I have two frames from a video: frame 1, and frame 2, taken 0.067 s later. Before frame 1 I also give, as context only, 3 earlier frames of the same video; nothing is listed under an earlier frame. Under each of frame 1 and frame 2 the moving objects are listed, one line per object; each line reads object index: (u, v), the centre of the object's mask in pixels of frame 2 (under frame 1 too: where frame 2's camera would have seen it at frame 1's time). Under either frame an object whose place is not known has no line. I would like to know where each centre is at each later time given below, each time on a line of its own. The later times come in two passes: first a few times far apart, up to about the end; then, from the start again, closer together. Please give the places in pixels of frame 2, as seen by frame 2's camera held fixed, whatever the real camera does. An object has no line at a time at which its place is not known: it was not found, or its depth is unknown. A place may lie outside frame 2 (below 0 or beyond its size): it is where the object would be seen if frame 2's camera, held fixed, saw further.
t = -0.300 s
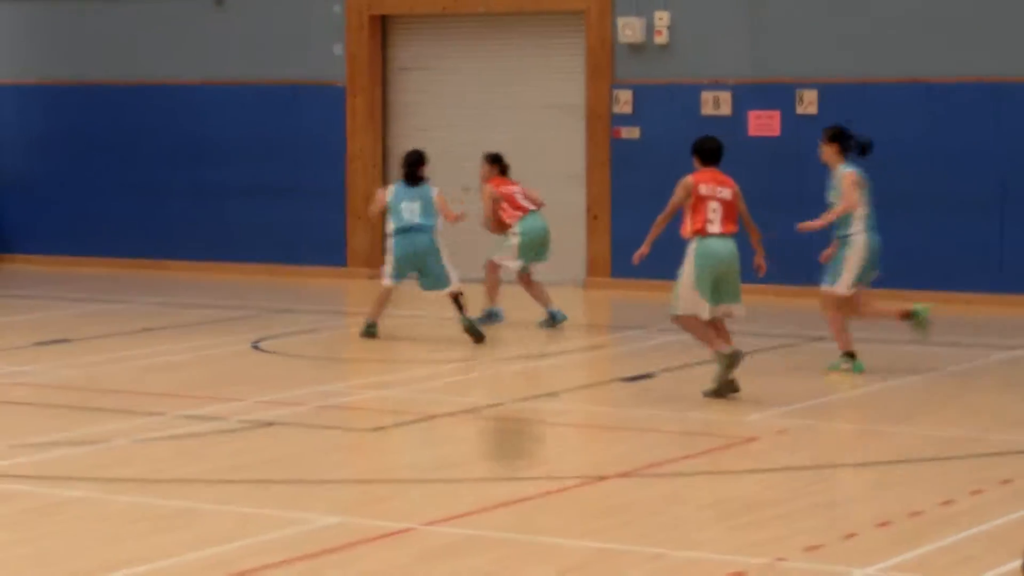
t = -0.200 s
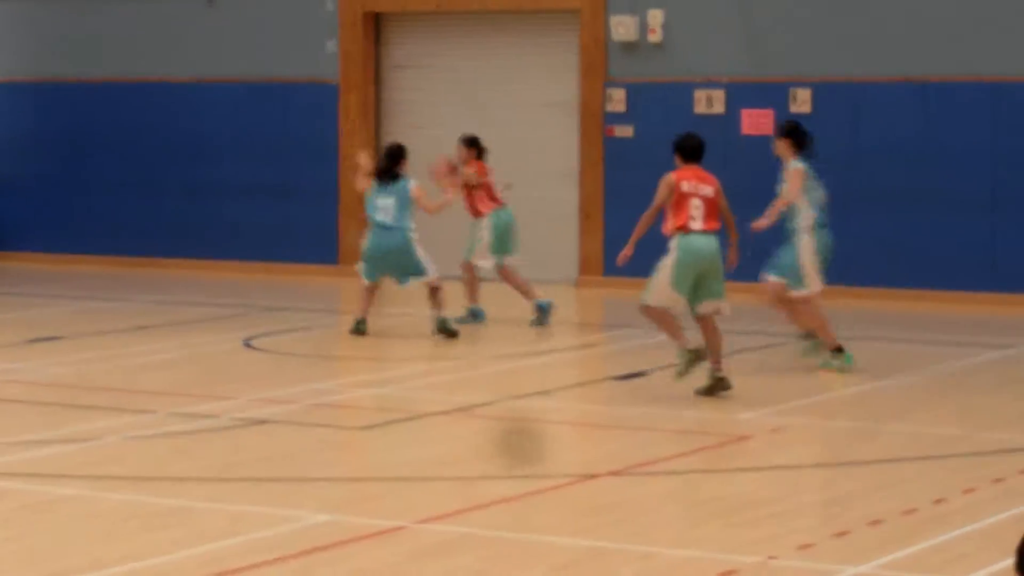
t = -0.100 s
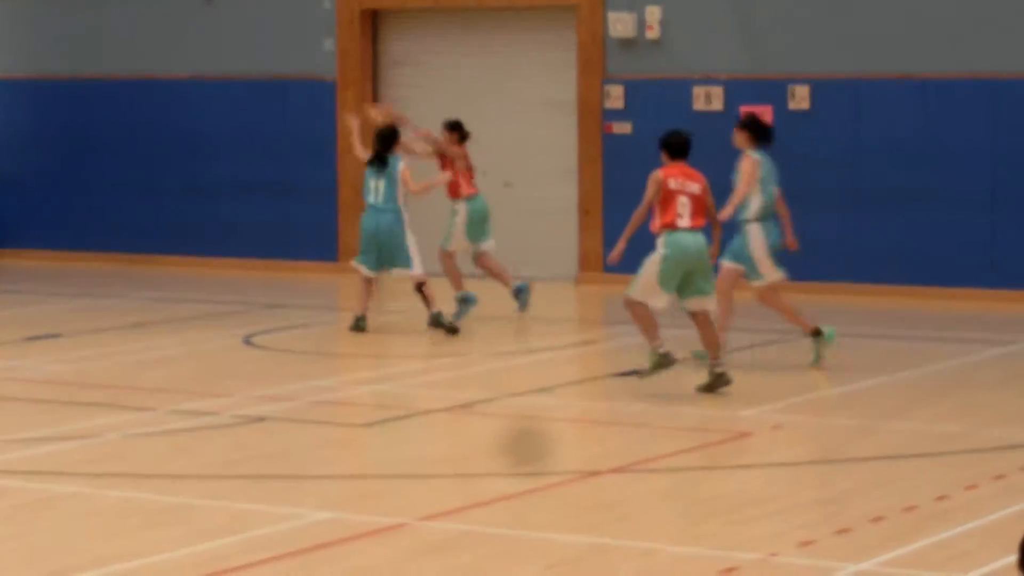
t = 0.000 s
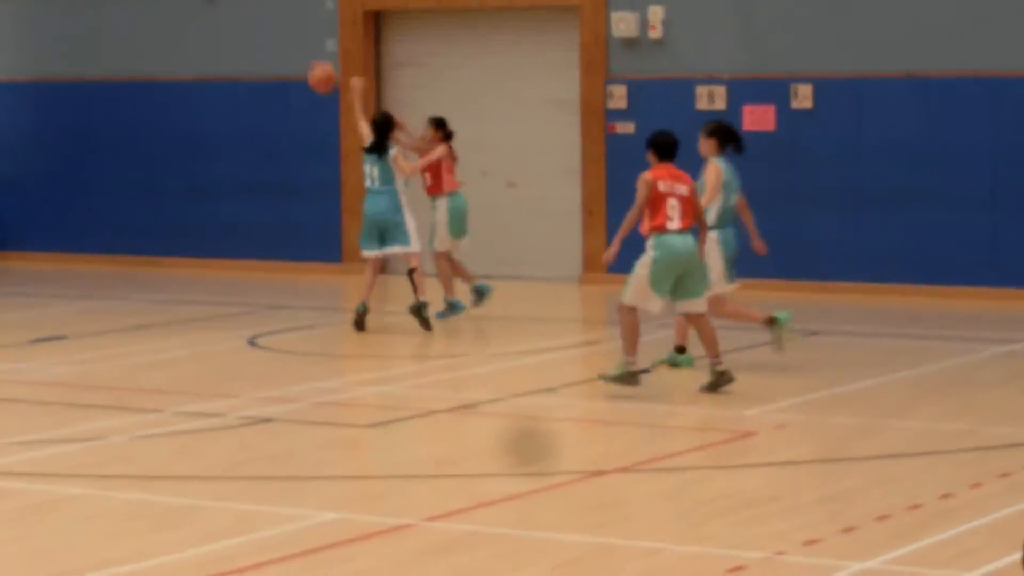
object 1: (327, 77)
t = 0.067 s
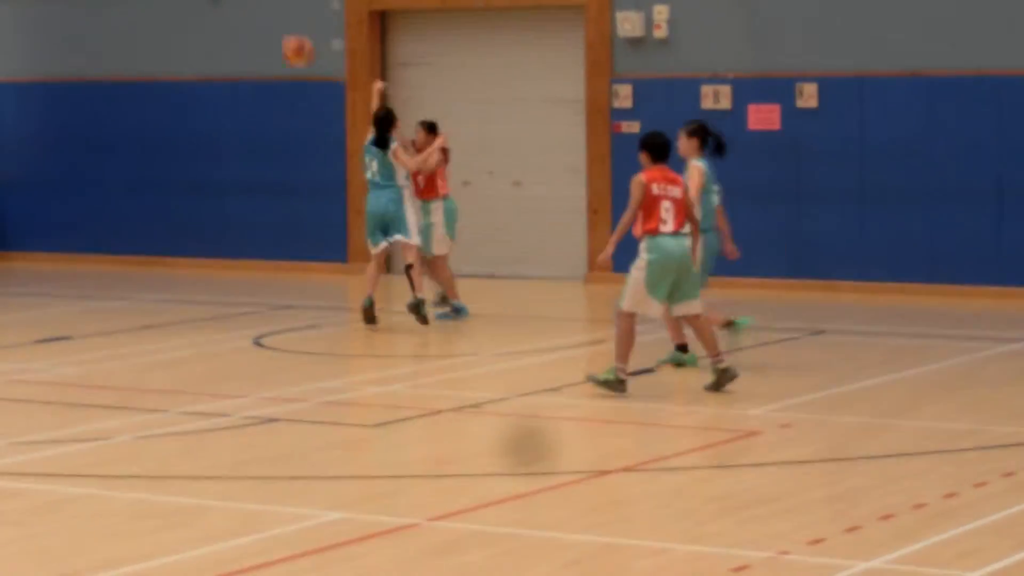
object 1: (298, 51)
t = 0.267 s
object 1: (206, 9)
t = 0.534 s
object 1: (86, 26)
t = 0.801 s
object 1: (-32, 134)
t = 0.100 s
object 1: (282, 38)
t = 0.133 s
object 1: (267, 30)
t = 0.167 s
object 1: (252, 20)
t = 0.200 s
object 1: (236, 15)
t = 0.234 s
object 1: (223, 11)
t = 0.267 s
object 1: (206, 9)
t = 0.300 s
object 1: (192, 8)
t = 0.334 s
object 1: (175, 7)
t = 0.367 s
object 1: (160, 8)
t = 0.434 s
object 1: (131, 10)
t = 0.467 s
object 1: (116, 13)
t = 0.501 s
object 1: (101, 17)
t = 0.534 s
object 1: (86, 26)
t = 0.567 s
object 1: (72, 34)
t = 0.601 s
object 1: (57, 42)
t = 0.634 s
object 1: (42, 54)
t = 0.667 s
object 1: (27, 68)
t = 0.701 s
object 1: (12, 83)
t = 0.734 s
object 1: (-3, 99)
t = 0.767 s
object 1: (-17, 116)
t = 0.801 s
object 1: (-32, 134)
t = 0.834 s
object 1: (-47, 155)
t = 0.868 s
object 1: (-61, 177)
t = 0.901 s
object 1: (-76, 198)
